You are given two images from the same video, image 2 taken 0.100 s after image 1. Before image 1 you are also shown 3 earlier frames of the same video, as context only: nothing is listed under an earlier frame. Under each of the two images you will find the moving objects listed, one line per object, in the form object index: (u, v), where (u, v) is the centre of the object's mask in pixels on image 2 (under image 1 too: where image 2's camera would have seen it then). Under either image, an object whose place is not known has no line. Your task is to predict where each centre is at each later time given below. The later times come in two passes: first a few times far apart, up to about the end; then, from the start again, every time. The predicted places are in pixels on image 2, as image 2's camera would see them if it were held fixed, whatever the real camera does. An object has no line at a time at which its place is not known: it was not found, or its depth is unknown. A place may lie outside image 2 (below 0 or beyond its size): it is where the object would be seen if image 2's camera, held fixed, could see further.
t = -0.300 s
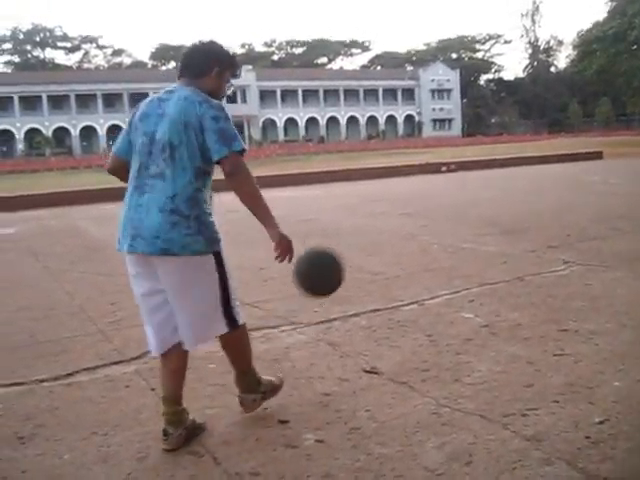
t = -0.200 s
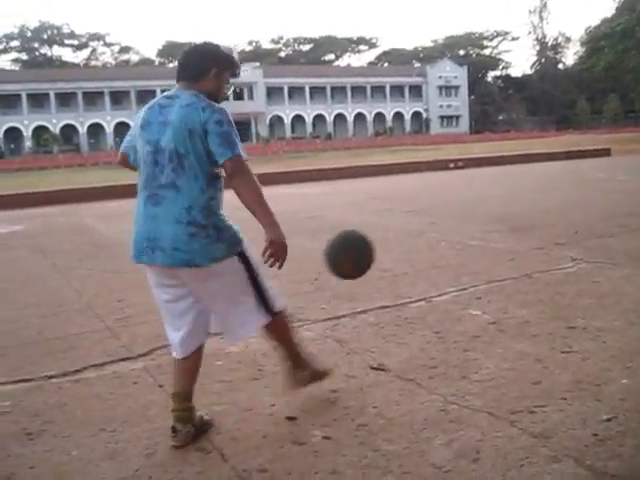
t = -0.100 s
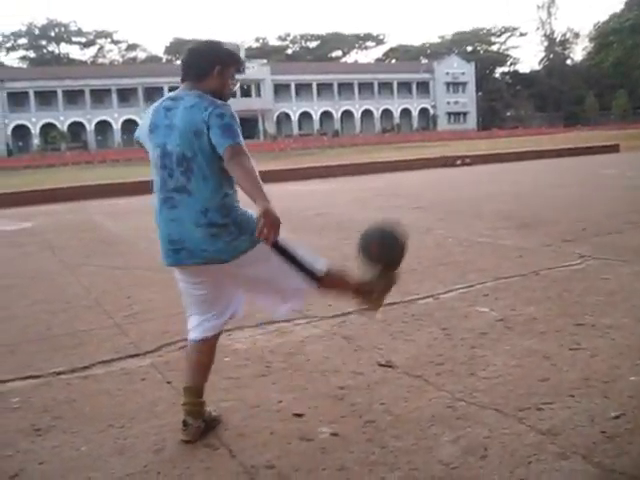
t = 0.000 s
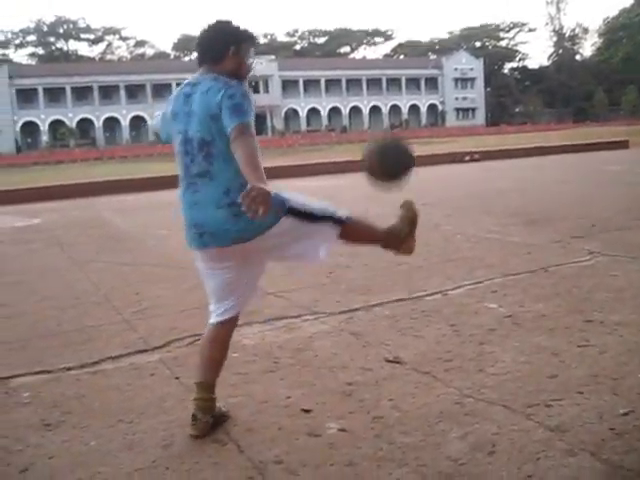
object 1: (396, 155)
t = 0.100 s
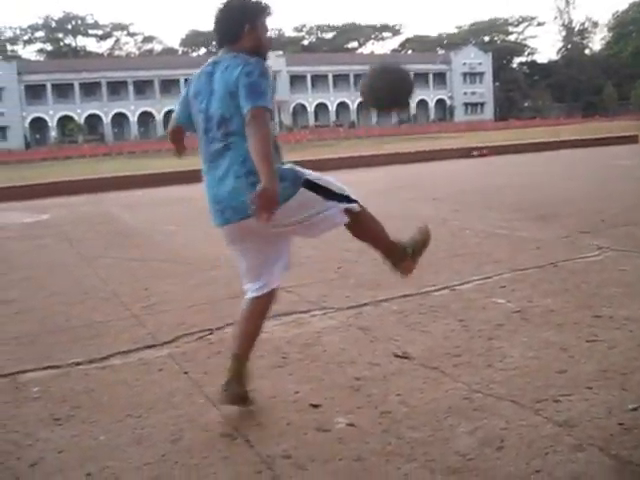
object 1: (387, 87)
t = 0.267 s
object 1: (370, 22)
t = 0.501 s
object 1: (352, 25)
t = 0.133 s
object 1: (384, 70)
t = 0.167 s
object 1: (380, 51)
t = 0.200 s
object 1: (377, 40)
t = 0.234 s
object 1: (374, 27)
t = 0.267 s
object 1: (370, 22)
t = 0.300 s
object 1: (367, 19)
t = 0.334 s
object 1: (364, 17)
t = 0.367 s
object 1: (362, 16)
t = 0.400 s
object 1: (360, 15)
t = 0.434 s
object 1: (357, 16)
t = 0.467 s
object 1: (355, 18)
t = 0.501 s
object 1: (352, 25)
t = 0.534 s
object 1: (350, 37)
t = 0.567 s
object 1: (350, 51)
